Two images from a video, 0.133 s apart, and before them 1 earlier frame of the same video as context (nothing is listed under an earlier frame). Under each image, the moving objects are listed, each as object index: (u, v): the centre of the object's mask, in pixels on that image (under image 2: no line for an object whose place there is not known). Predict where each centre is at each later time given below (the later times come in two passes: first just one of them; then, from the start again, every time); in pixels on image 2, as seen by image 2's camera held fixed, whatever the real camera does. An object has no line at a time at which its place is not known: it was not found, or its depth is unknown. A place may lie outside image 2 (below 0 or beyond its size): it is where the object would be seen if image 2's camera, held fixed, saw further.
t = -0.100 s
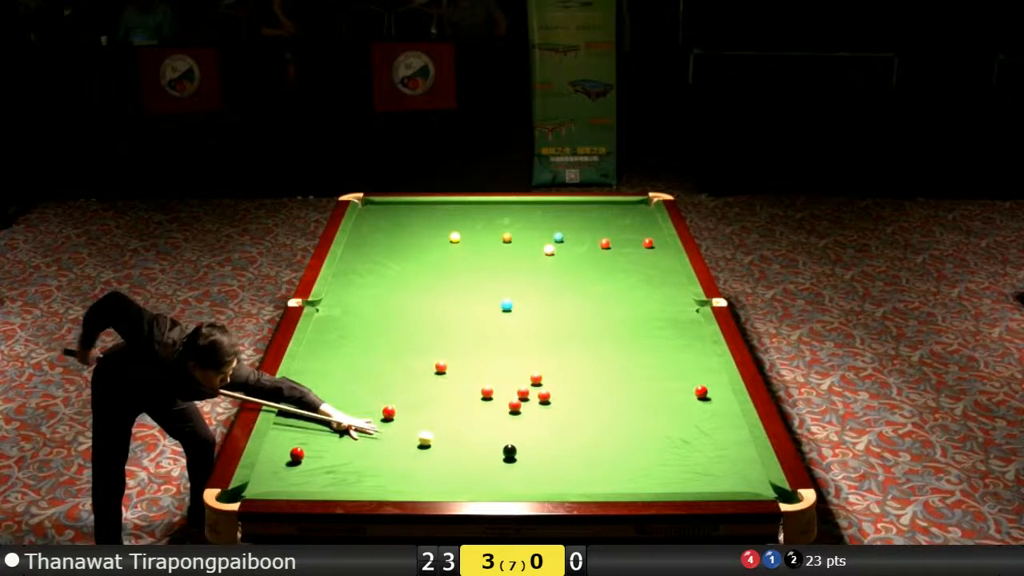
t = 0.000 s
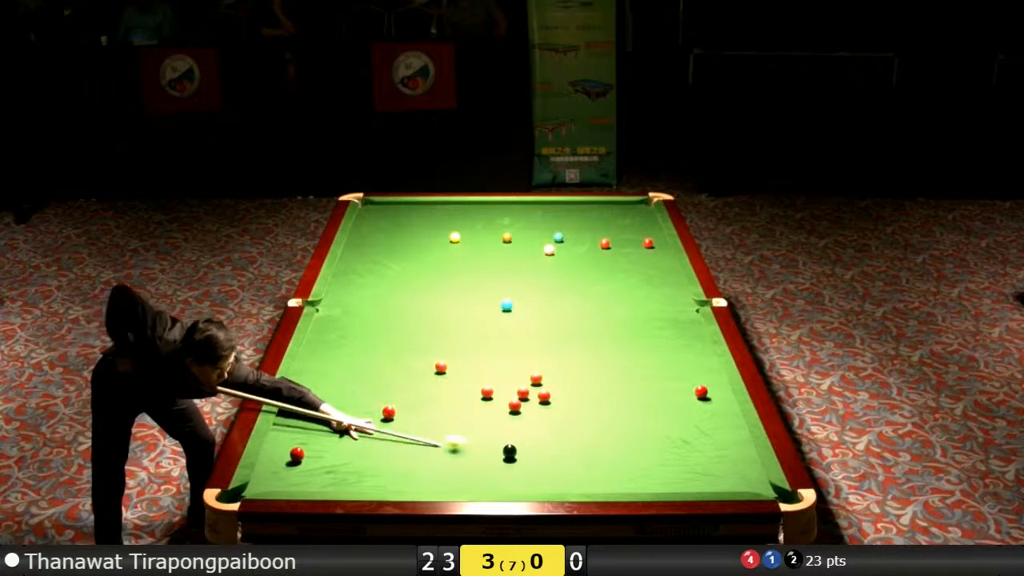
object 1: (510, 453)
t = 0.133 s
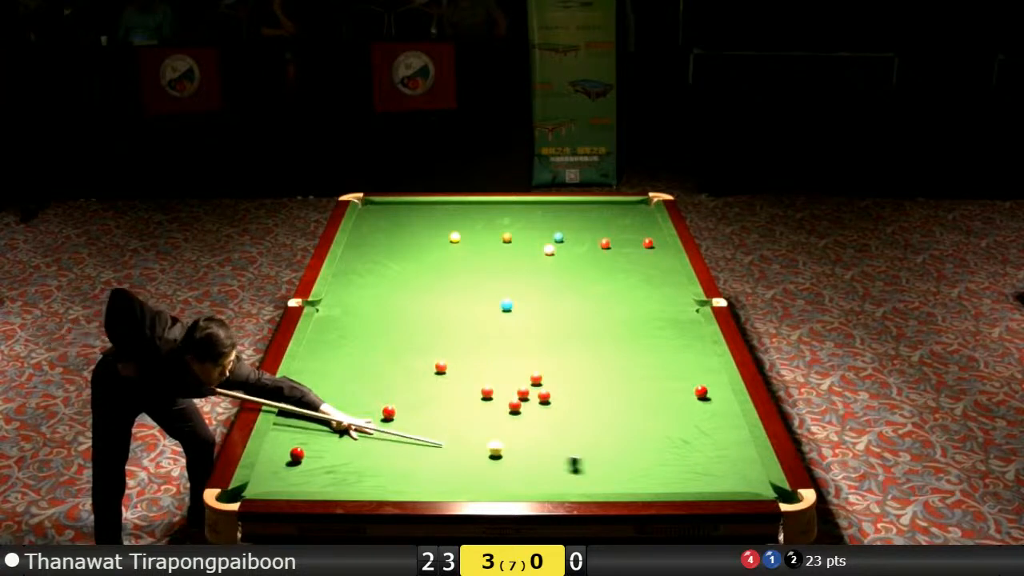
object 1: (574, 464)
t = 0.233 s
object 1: (636, 474)
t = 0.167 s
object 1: (599, 469)
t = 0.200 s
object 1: (624, 472)
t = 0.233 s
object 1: (636, 474)
